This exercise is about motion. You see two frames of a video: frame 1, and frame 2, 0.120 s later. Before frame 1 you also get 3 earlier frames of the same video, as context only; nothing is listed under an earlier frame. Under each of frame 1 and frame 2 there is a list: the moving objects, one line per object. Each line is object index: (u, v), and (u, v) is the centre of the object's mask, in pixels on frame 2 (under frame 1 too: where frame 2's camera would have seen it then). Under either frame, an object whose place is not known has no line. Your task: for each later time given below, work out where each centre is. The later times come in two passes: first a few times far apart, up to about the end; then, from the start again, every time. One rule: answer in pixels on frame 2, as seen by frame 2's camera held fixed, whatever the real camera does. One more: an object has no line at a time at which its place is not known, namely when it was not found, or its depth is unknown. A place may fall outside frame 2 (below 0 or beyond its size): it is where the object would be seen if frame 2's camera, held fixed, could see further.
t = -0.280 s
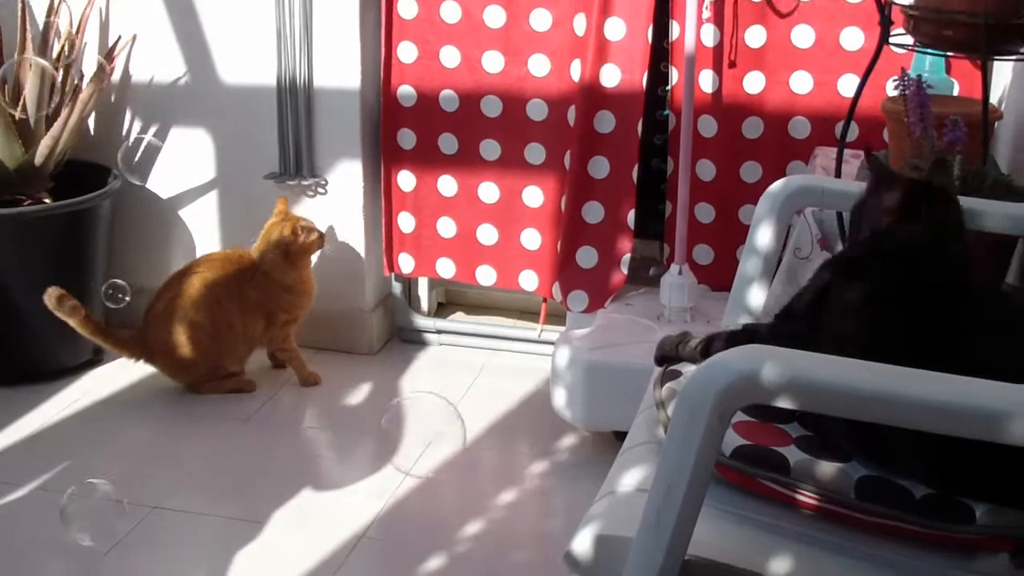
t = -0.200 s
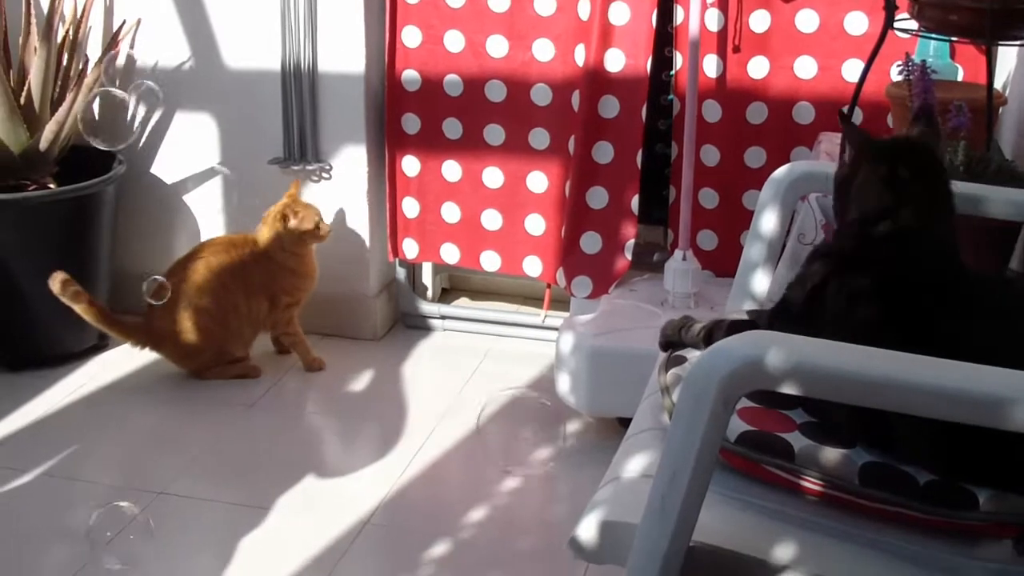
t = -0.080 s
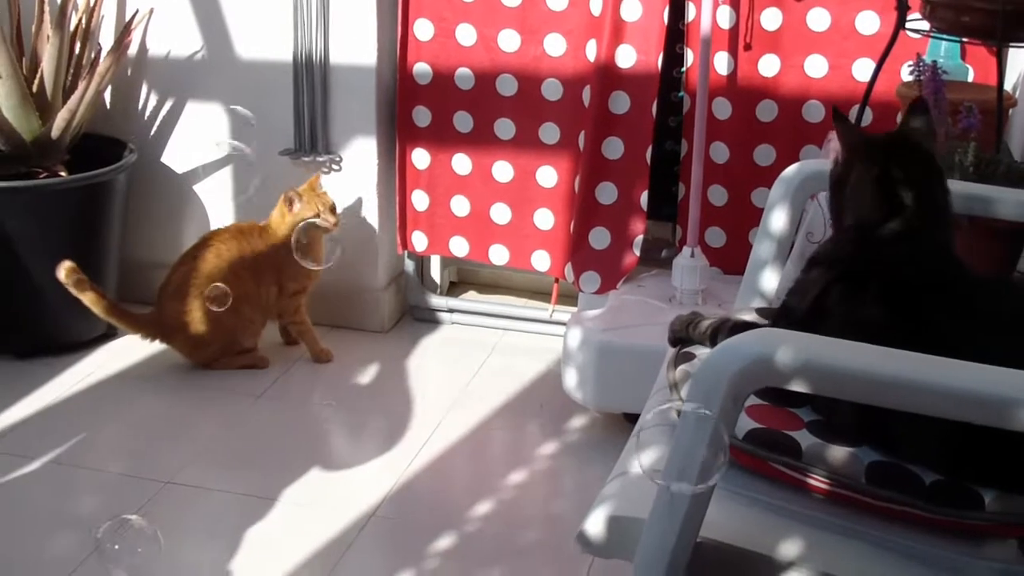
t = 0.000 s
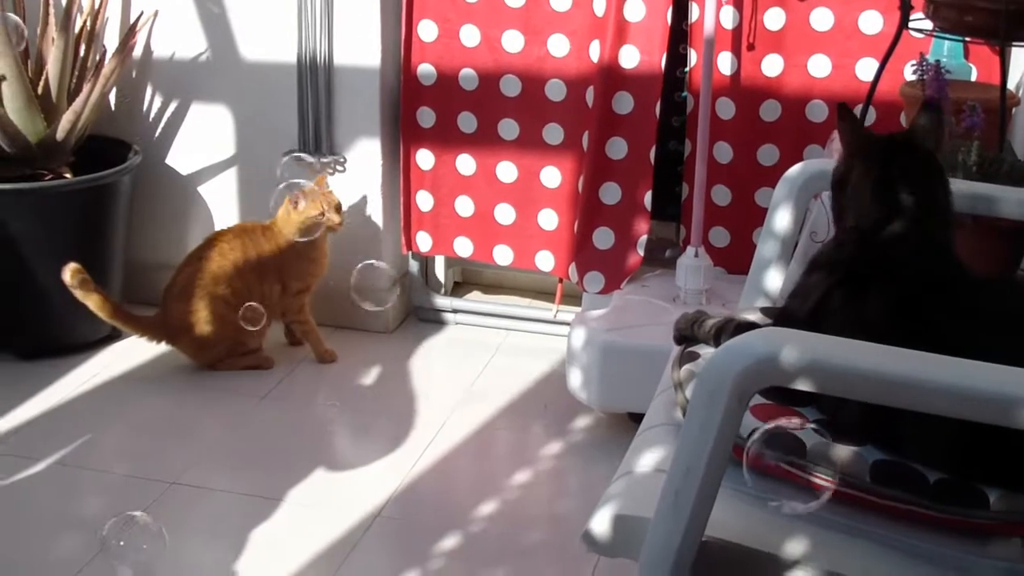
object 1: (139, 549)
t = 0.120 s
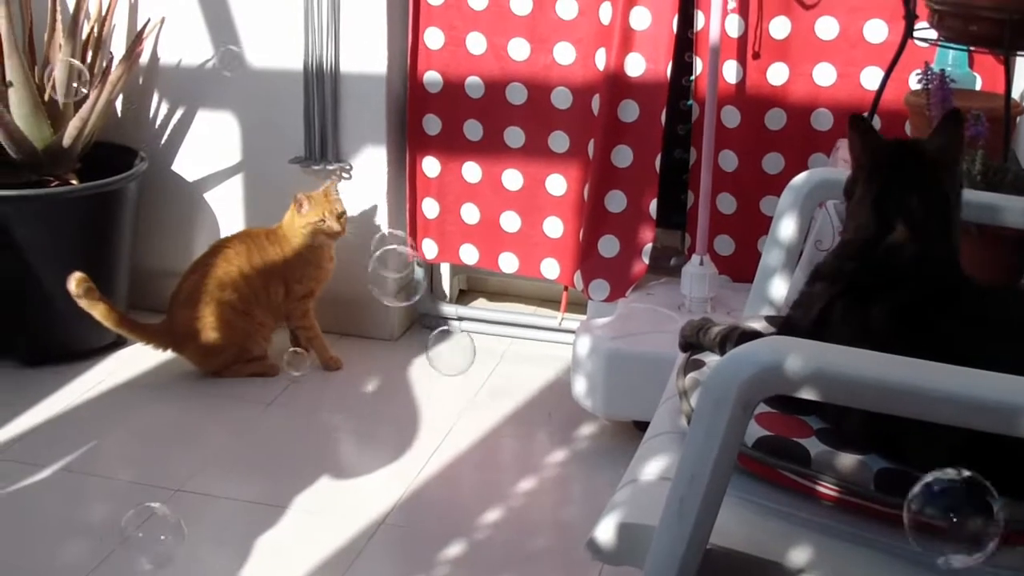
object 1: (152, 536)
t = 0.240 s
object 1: (184, 520)
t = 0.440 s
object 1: (286, 513)
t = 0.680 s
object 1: (438, 528)
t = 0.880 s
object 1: (510, 585)
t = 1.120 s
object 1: (496, 577)
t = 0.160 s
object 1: (161, 530)
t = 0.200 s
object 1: (172, 525)
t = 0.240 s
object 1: (184, 520)
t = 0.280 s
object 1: (201, 516)
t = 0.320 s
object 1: (218, 515)
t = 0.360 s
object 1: (239, 514)
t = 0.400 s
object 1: (261, 513)
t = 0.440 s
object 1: (286, 513)
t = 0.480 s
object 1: (313, 513)
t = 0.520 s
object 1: (338, 512)
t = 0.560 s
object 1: (362, 512)
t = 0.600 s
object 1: (393, 518)
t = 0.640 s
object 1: (420, 526)
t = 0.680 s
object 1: (438, 528)
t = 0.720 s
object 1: (463, 543)
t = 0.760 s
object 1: (482, 554)
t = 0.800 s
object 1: (497, 565)
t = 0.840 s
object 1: (507, 577)
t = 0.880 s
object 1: (510, 585)
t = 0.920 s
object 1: (511, 590)
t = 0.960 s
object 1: (508, 591)
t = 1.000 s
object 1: (505, 590)
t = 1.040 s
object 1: (501, 588)
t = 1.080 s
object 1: (498, 583)
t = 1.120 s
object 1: (496, 577)
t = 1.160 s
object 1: (492, 569)
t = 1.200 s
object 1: (490, 559)
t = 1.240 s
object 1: (489, 544)
